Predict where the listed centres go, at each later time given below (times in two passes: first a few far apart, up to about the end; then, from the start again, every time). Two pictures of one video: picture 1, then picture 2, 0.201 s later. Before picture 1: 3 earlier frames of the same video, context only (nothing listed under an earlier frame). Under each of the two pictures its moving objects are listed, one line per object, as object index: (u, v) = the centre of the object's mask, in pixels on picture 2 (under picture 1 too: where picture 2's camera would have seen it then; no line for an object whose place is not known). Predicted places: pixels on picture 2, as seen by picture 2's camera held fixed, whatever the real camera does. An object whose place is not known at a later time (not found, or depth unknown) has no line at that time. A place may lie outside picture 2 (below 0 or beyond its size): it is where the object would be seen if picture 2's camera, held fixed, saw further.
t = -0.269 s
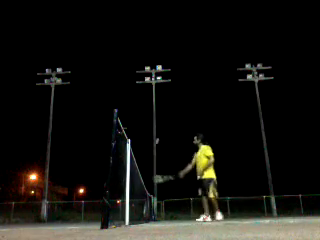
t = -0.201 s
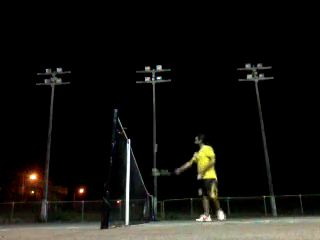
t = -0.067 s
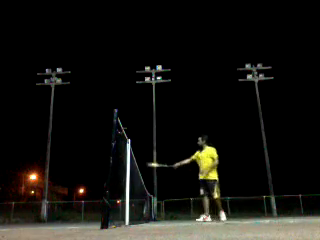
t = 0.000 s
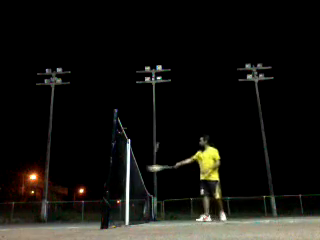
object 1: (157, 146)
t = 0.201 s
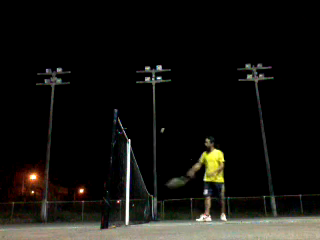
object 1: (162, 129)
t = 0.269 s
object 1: (164, 127)
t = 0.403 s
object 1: (168, 131)
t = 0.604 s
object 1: (176, 152)
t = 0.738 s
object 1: (182, 180)
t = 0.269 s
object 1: (164, 127)
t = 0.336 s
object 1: (166, 127)
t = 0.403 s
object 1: (168, 131)
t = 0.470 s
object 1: (170, 136)
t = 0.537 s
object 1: (173, 142)
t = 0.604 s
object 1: (176, 152)
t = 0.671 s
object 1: (179, 164)
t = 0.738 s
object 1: (182, 180)
